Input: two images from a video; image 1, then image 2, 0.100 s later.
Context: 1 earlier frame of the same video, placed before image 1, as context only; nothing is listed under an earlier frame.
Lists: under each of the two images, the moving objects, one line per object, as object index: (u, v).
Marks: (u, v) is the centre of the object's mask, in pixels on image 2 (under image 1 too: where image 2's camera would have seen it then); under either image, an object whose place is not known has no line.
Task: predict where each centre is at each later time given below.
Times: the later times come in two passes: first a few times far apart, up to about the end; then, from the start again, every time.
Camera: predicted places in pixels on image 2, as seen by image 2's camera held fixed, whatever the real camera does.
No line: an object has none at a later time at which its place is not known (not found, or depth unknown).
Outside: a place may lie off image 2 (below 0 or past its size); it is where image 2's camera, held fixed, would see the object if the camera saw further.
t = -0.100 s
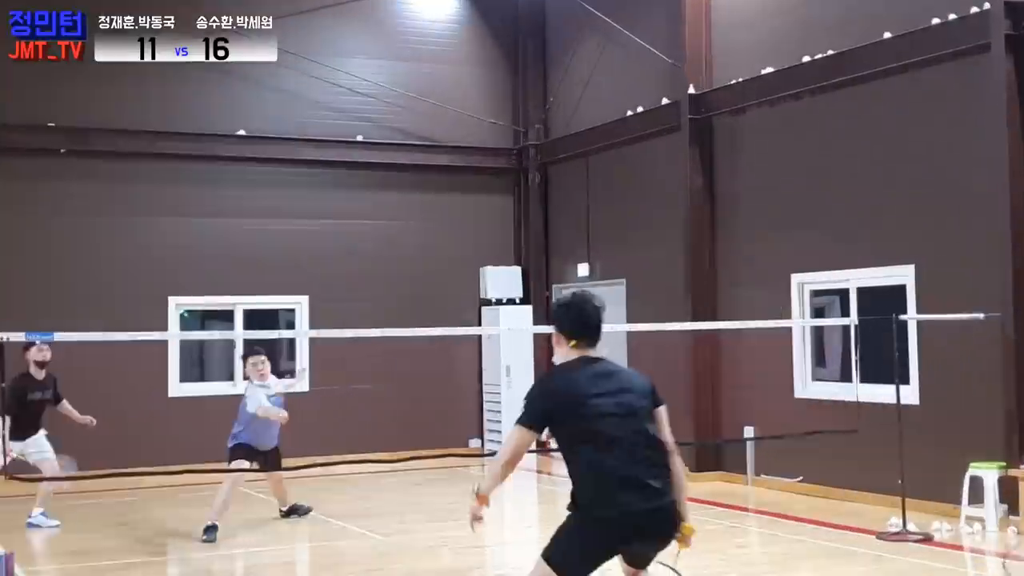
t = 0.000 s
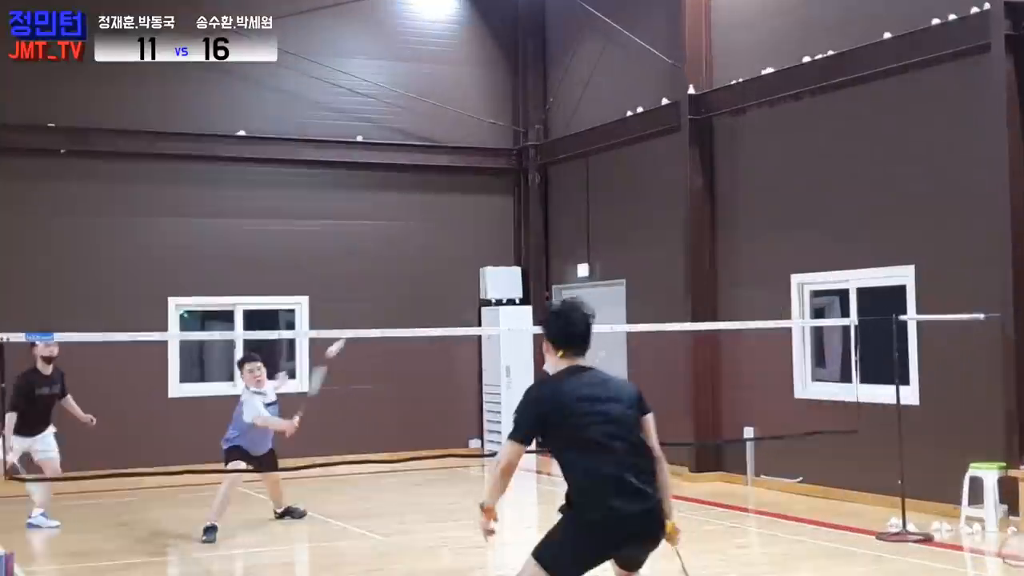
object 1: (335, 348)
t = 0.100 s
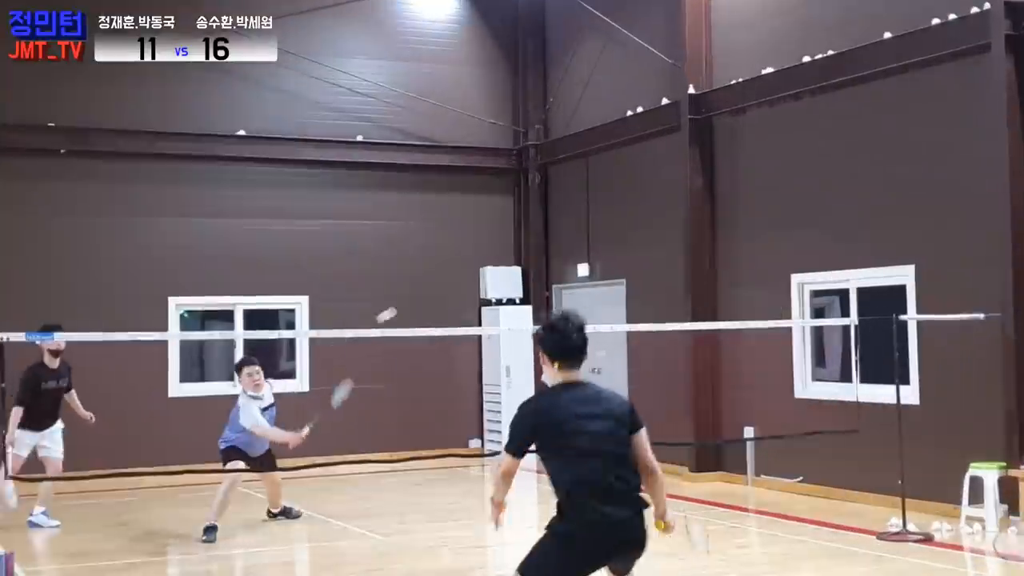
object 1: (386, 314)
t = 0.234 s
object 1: (437, 282)
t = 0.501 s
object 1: (541, 248)
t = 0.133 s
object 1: (399, 307)
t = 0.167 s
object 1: (412, 298)
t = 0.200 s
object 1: (424, 290)
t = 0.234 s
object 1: (437, 282)
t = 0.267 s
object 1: (450, 274)
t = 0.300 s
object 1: (464, 269)
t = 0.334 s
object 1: (476, 264)
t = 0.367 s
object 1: (490, 260)
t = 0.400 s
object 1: (503, 256)
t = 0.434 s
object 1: (515, 253)
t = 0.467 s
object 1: (528, 251)
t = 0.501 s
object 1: (541, 248)
